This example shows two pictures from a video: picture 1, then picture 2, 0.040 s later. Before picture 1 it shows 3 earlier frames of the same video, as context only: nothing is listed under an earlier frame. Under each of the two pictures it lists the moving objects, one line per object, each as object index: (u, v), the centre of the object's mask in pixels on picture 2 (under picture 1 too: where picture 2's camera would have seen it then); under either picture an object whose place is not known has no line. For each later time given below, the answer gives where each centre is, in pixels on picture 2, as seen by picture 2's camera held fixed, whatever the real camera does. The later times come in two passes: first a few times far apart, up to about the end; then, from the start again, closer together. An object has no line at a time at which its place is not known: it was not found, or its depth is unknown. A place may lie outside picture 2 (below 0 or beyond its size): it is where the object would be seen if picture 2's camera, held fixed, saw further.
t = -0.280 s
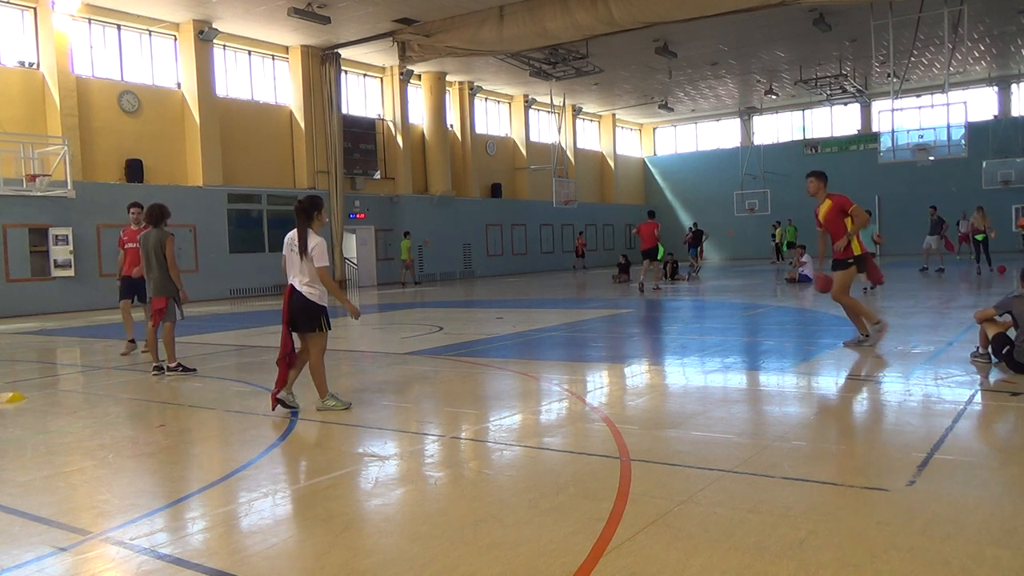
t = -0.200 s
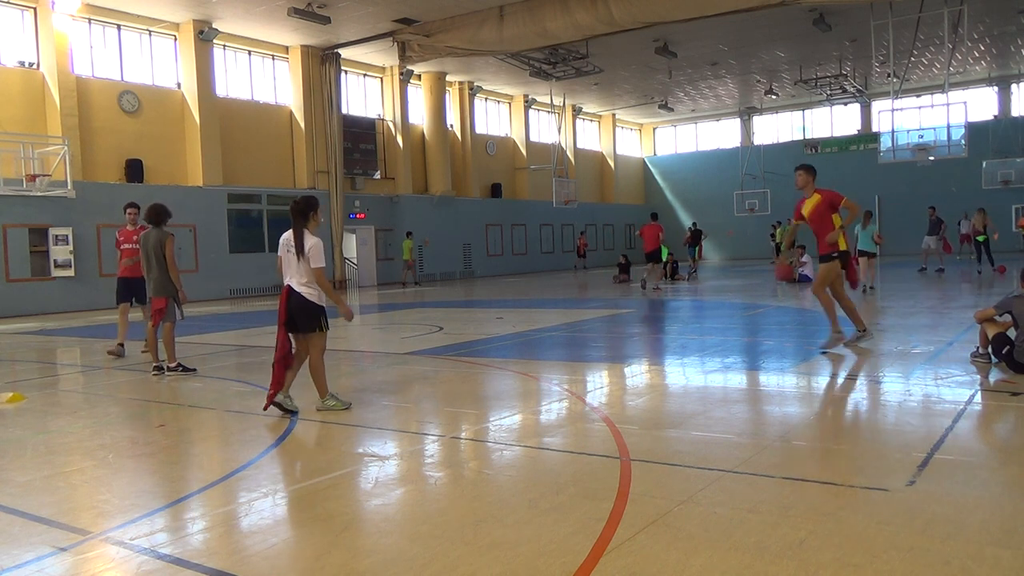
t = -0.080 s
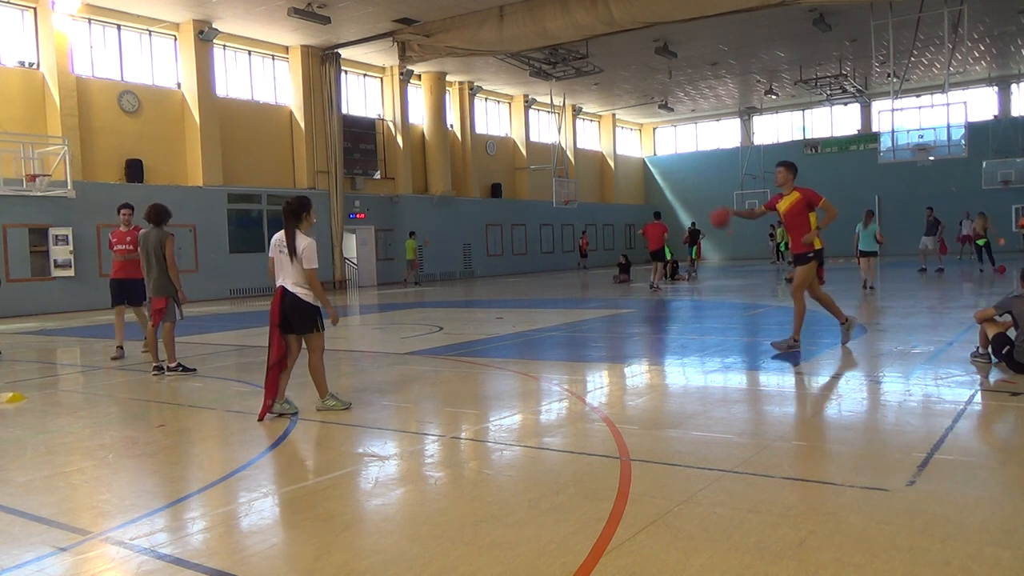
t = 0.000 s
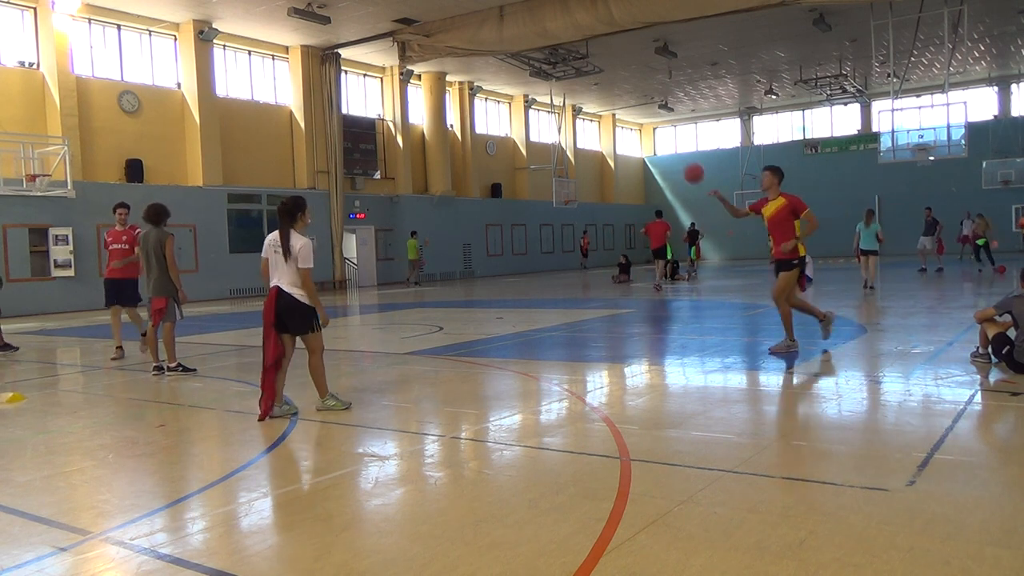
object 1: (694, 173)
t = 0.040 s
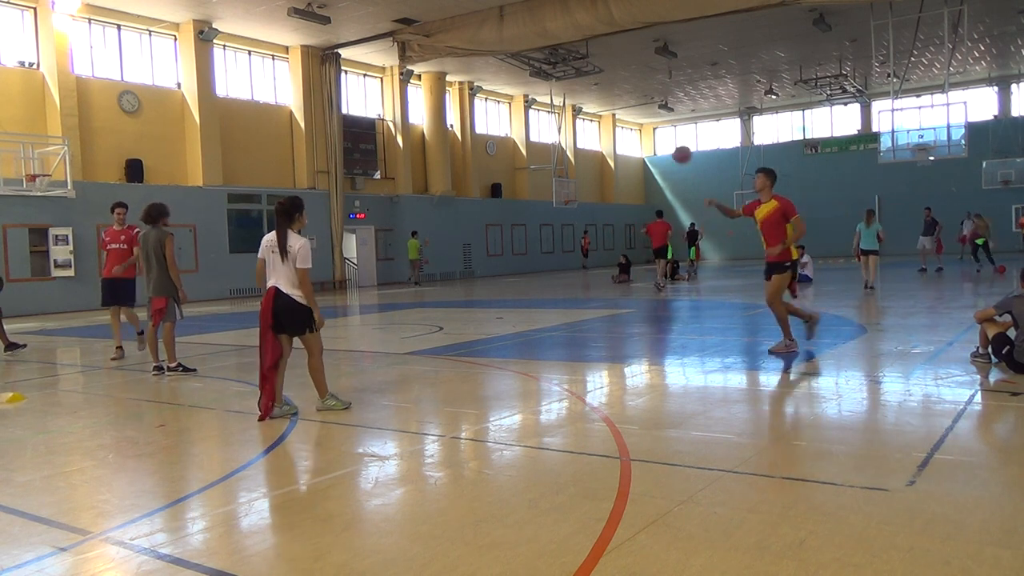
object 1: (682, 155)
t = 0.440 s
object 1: (567, 39)
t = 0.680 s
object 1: (501, 46)
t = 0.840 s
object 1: (459, 83)
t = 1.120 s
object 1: (387, 210)
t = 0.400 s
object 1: (578, 43)
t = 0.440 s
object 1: (567, 39)
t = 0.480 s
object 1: (555, 36)
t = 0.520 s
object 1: (545, 35)
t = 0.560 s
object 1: (534, 35)
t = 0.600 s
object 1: (523, 37)
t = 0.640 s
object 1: (512, 41)
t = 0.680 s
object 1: (501, 46)
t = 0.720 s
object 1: (490, 53)
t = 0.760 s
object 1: (480, 61)
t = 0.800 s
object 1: (469, 71)
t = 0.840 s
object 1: (459, 83)
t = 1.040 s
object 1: (408, 167)
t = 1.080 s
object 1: (398, 188)
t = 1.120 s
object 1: (387, 210)
